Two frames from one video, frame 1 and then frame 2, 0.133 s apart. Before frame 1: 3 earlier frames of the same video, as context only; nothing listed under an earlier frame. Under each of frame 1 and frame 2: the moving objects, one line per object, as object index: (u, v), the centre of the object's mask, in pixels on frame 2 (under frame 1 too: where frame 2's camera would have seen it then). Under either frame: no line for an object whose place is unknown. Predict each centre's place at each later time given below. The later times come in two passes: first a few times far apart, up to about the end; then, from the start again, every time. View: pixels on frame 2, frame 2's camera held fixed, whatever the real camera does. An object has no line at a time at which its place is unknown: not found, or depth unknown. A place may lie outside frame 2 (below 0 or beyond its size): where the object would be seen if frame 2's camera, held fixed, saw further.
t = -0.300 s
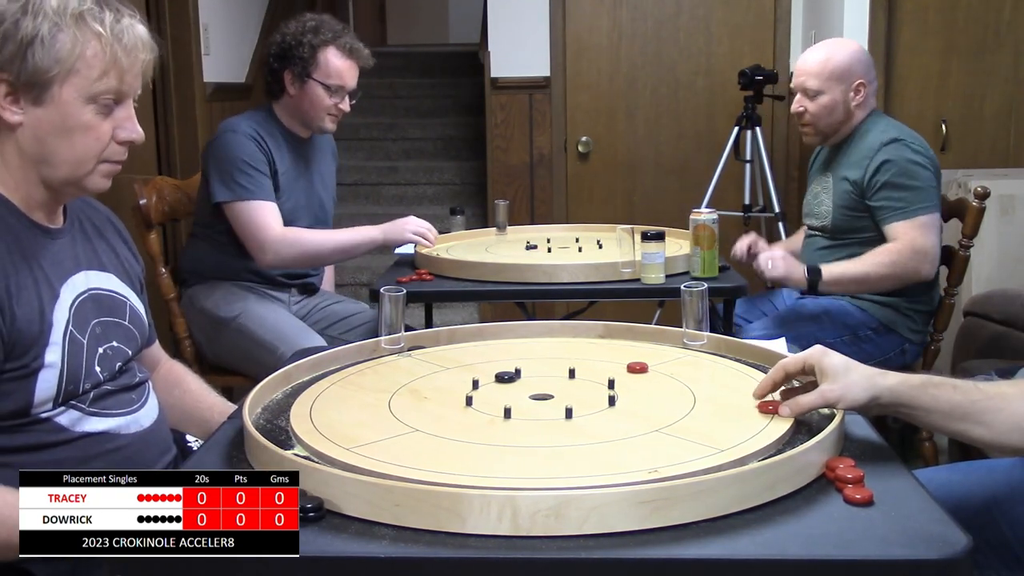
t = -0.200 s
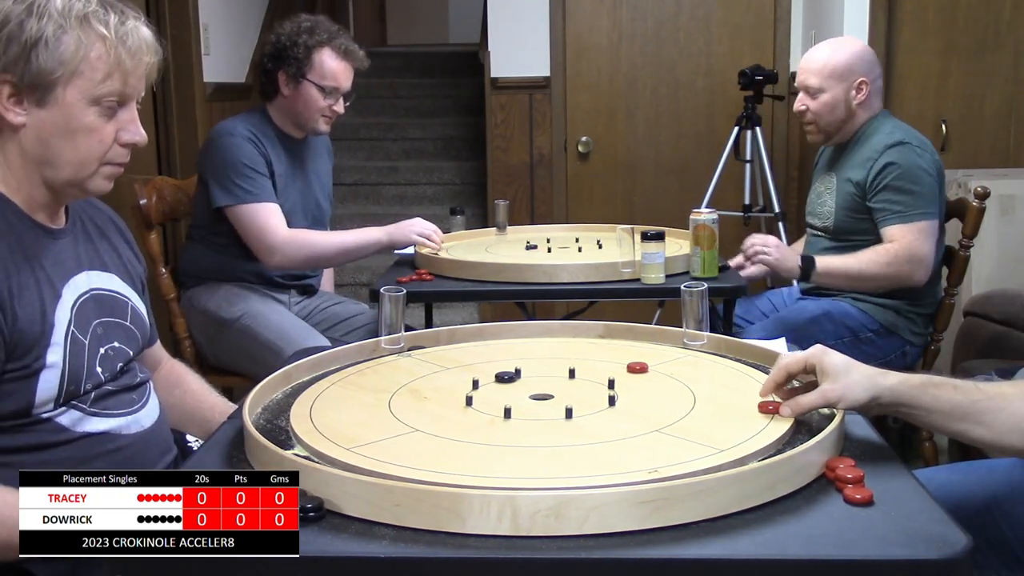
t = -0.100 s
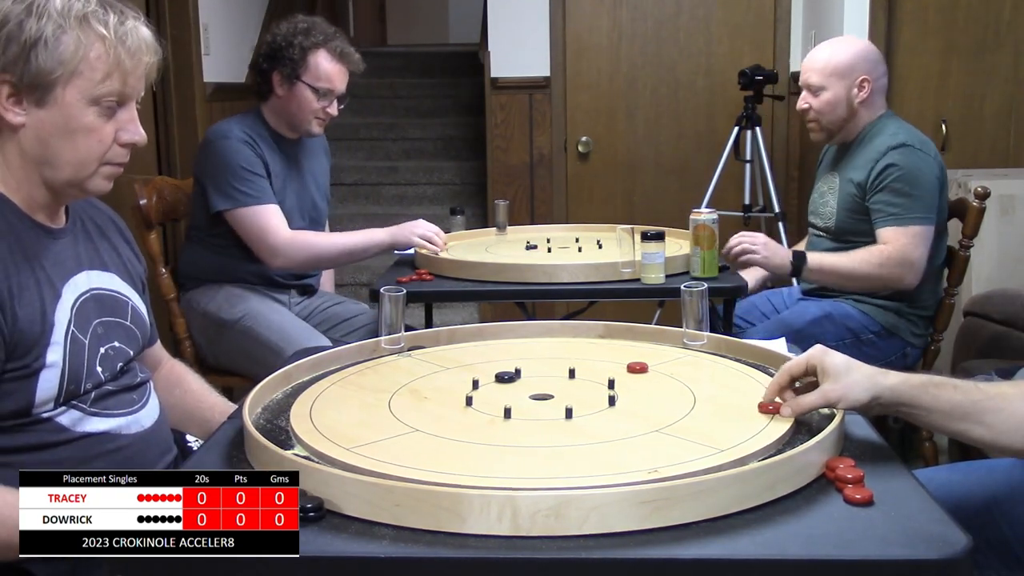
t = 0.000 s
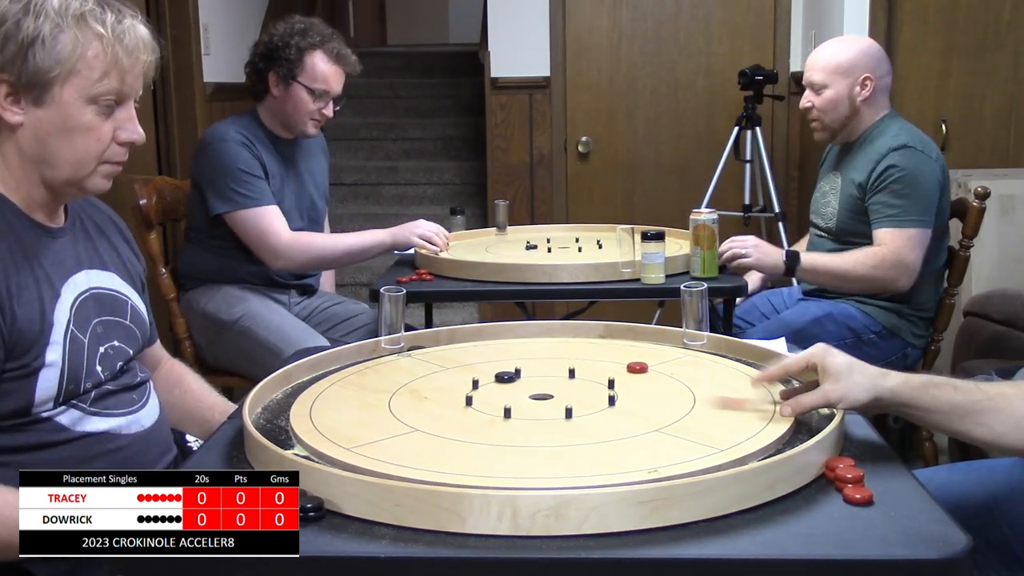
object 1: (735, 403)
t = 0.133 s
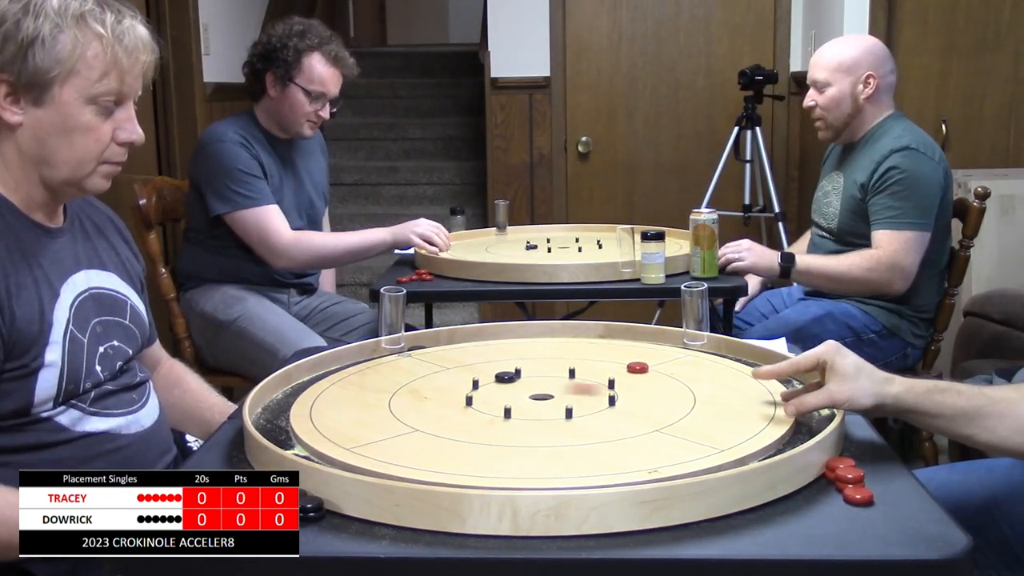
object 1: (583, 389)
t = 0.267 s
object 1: (493, 385)
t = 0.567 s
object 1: (545, 391)
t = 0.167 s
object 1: (551, 385)
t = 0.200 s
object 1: (524, 383)
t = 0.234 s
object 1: (504, 384)
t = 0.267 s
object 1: (493, 385)
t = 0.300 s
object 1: (499, 386)
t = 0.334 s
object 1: (508, 387)
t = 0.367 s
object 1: (516, 388)
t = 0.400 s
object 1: (523, 388)
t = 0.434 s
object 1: (529, 389)
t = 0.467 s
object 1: (534, 389)
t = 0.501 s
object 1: (539, 390)
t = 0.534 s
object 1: (543, 391)
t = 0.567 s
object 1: (545, 391)
